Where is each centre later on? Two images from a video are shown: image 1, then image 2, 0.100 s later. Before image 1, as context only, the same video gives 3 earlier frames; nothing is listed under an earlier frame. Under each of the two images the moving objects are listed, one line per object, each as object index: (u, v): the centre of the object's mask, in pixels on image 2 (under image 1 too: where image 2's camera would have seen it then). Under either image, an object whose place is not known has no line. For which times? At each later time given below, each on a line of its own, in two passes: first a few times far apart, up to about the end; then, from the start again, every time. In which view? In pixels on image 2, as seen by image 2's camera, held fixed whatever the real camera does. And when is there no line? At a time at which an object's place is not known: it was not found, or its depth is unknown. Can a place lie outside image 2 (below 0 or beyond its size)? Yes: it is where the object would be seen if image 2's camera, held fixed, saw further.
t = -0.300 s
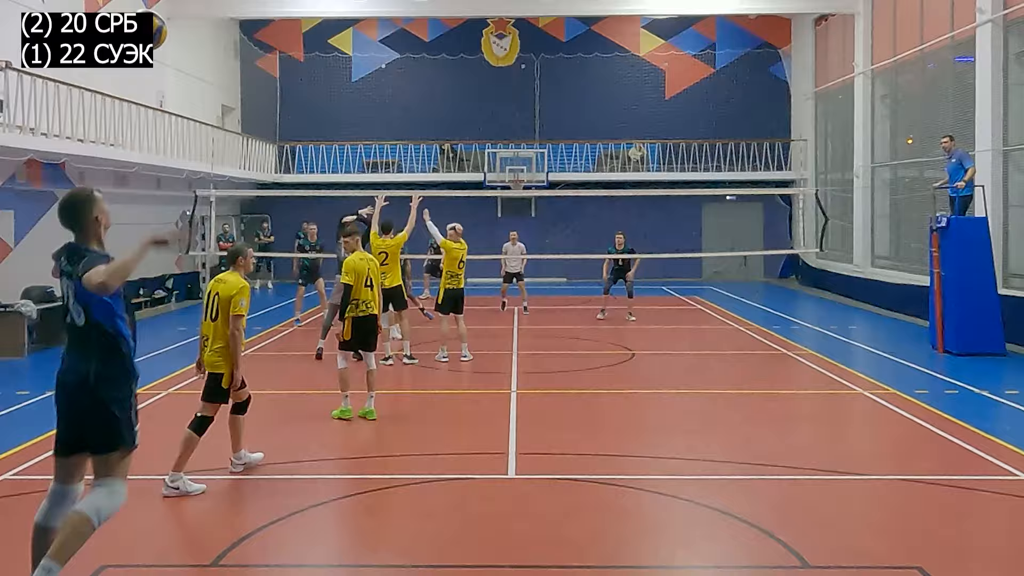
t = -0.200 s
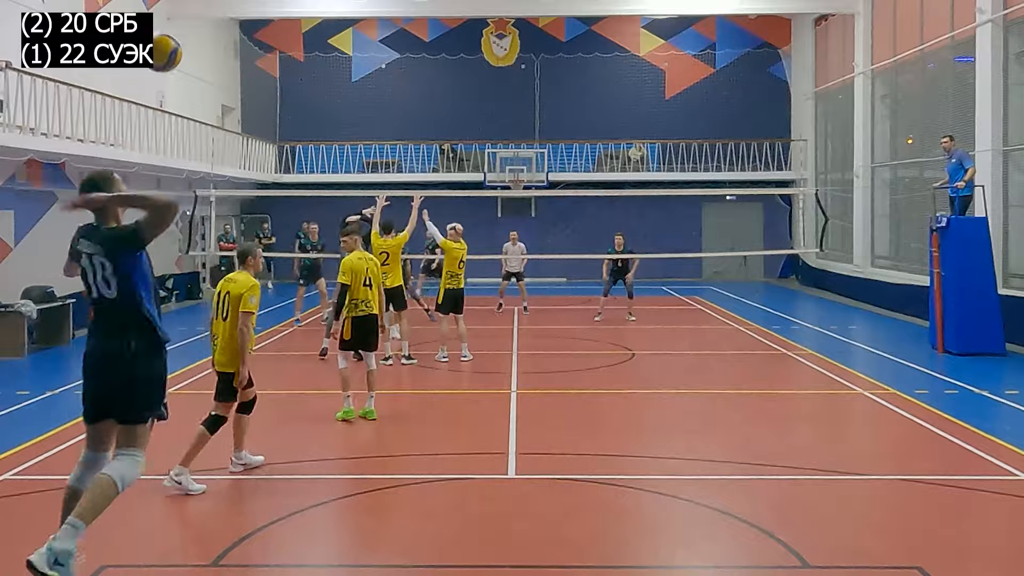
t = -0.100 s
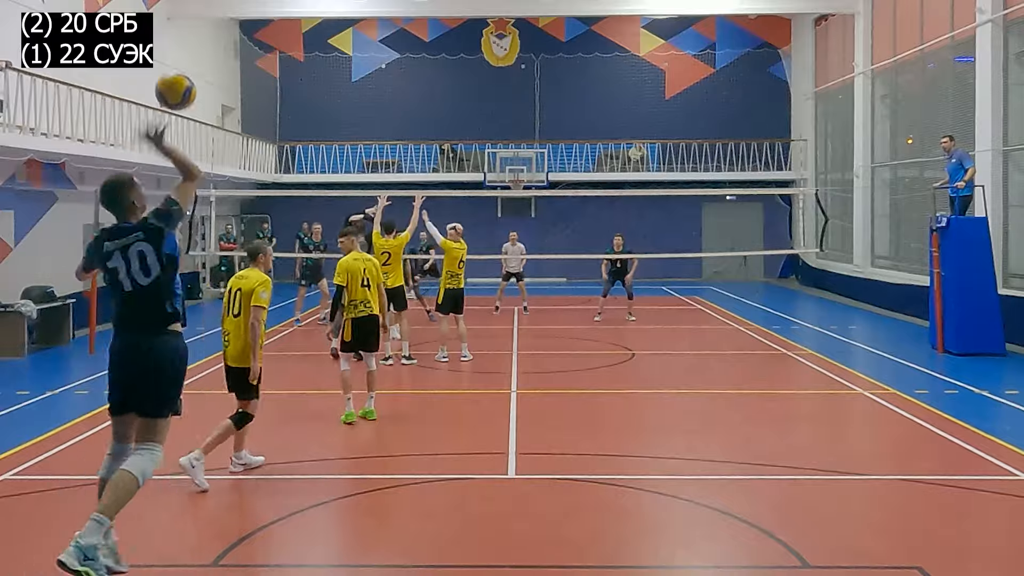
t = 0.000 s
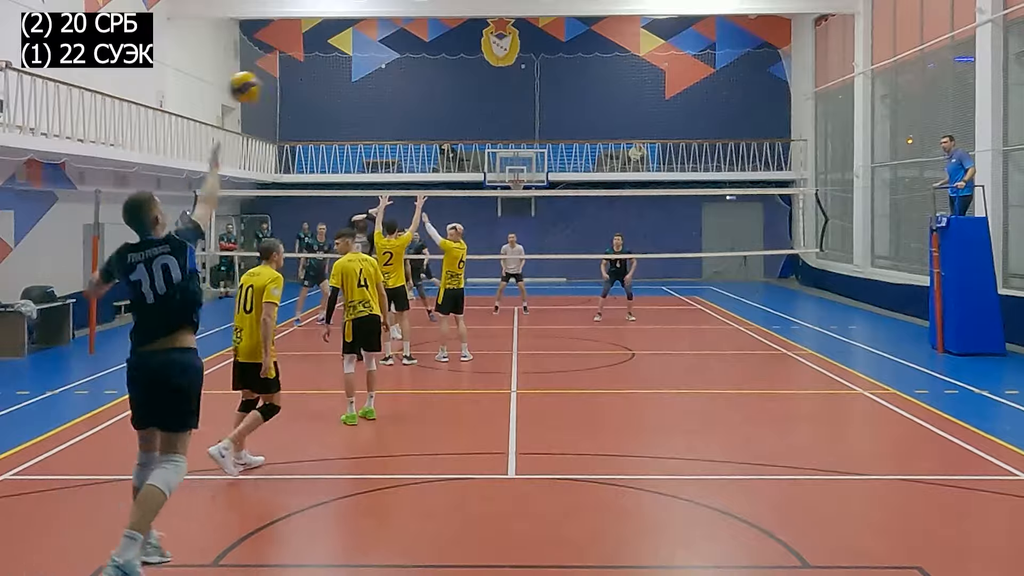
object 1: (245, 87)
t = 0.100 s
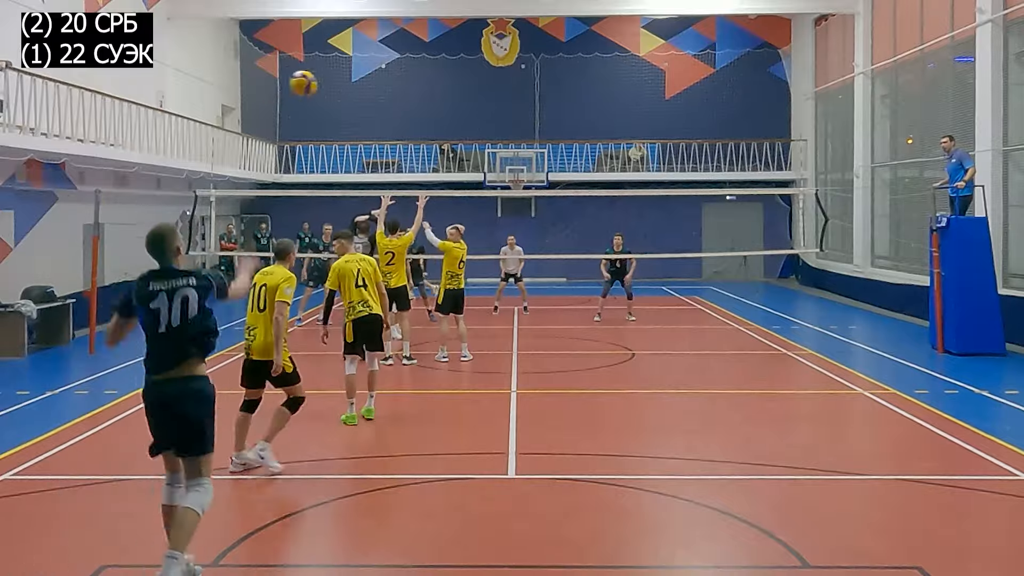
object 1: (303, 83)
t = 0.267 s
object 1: (364, 97)
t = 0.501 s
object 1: (408, 139)
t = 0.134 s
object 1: (318, 85)
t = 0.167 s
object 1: (331, 88)
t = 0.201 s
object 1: (343, 90)
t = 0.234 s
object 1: (354, 93)
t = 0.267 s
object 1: (364, 97)
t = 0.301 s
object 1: (373, 102)
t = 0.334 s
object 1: (380, 107)
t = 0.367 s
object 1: (386, 113)
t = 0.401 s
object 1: (392, 119)
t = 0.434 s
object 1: (398, 126)
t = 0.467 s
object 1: (403, 132)
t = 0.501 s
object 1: (408, 139)
